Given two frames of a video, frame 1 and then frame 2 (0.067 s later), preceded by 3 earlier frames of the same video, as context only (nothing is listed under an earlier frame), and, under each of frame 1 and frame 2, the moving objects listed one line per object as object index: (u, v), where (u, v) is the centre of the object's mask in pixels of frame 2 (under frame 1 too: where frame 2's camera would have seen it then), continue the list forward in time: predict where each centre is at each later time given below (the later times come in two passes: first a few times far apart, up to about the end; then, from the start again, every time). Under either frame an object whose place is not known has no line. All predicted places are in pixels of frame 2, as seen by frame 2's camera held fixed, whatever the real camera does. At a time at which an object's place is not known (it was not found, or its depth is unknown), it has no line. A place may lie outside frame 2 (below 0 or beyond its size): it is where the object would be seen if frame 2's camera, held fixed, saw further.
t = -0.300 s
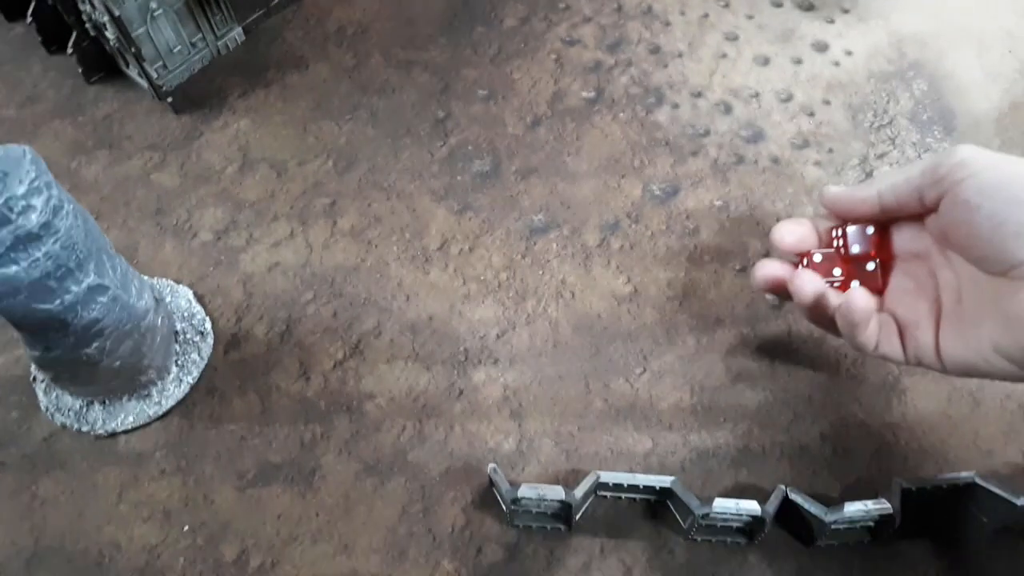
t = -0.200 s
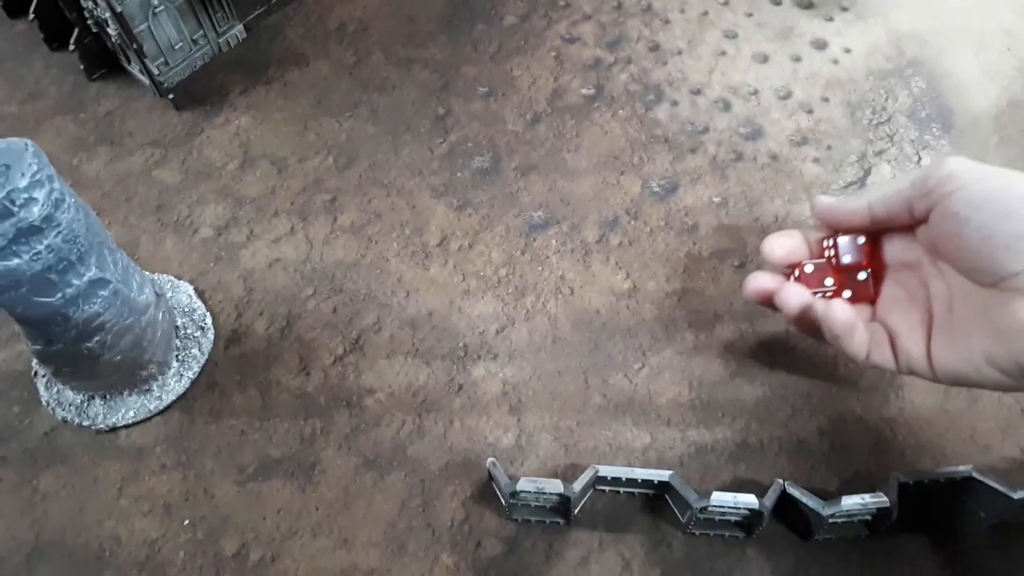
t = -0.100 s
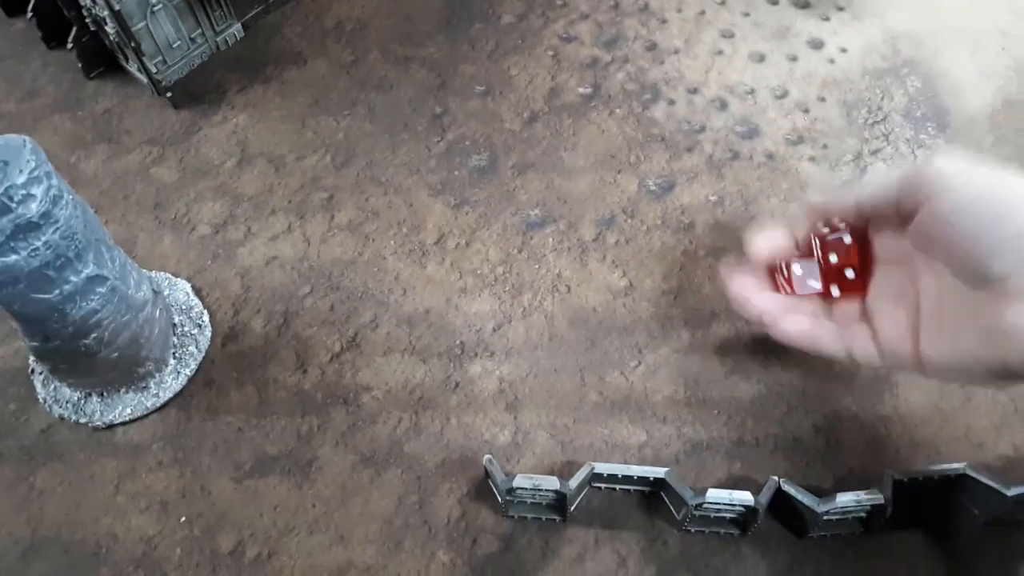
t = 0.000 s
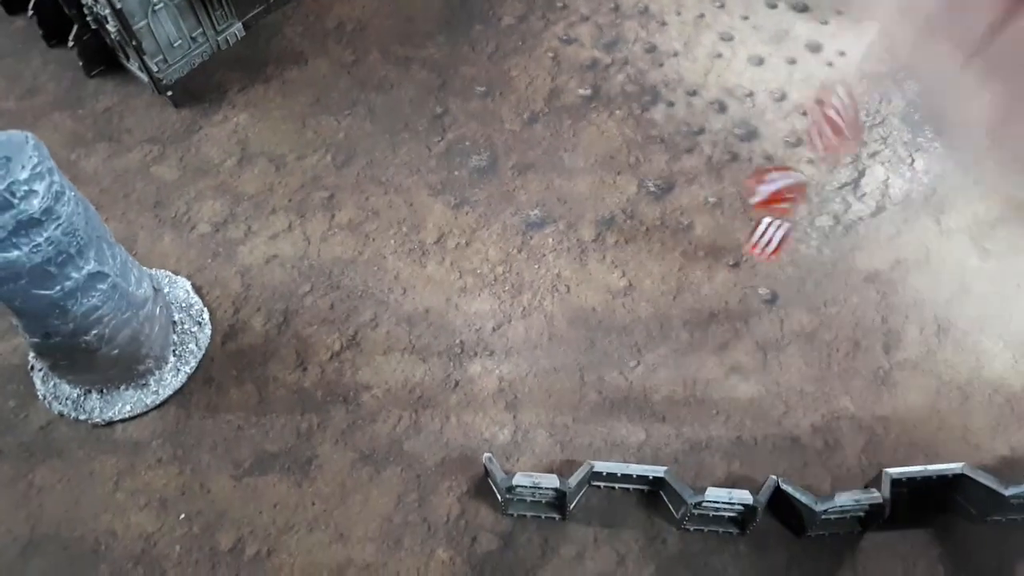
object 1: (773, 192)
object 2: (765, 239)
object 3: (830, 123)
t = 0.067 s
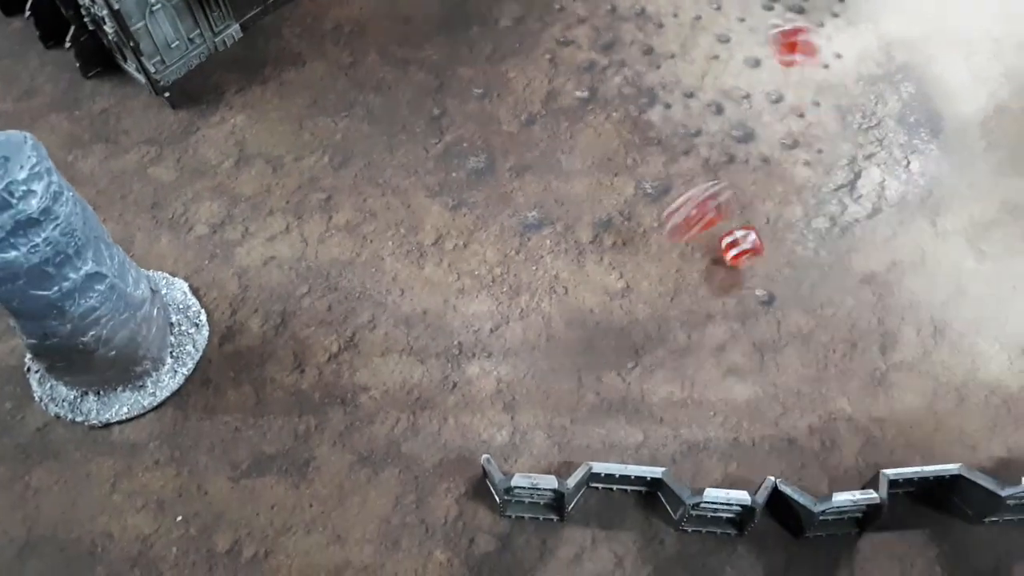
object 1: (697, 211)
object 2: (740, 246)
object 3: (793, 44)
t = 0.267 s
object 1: (494, 286)
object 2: (712, 256)
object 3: (672, 47)
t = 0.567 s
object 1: (303, 281)
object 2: (709, 259)
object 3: (664, -23)
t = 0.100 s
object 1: (658, 239)
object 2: (736, 239)
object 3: (772, 26)
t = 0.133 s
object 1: (623, 256)
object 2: (730, 243)
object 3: (743, 35)
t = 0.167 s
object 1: (594, 254)
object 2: (727, 245)
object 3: (709, 58)
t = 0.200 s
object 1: (557, 266)
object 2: (721, 250)
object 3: (680, 92)
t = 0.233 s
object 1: (523, 286)
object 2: (715, 251)
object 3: (671, 88)
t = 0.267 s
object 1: (494, 286)
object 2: (712, 256)
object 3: (672, 47)
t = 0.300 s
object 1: (468, 289)
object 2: (711, 259)
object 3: (674, 19)
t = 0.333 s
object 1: (437, 301)
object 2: (710, 259)
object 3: (672, 8)
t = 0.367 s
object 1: (414, 303)
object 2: (709, 259)
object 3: (668, 10)
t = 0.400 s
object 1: (385, 300)
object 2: (709, 259)
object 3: (662, 20)
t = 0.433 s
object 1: (360, 294)
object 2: (709, 258)
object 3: (662, -2)
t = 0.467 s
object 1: (340, 290)
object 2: (709, 258)
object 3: (662, -15)
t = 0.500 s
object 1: (324, 285)
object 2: (709, 258)
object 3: (659, -17)
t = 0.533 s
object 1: (311, 281)
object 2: (710, 258)
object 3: (657, -12)
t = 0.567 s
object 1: (303, 281)
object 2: (709, 259)
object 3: (664, -23)
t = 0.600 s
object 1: (294, 283)
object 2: (709, 259)
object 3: (671, -29)
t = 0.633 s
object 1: (289, 287)
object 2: (709, 260)
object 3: (676, -35)
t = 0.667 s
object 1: (287, 288)
